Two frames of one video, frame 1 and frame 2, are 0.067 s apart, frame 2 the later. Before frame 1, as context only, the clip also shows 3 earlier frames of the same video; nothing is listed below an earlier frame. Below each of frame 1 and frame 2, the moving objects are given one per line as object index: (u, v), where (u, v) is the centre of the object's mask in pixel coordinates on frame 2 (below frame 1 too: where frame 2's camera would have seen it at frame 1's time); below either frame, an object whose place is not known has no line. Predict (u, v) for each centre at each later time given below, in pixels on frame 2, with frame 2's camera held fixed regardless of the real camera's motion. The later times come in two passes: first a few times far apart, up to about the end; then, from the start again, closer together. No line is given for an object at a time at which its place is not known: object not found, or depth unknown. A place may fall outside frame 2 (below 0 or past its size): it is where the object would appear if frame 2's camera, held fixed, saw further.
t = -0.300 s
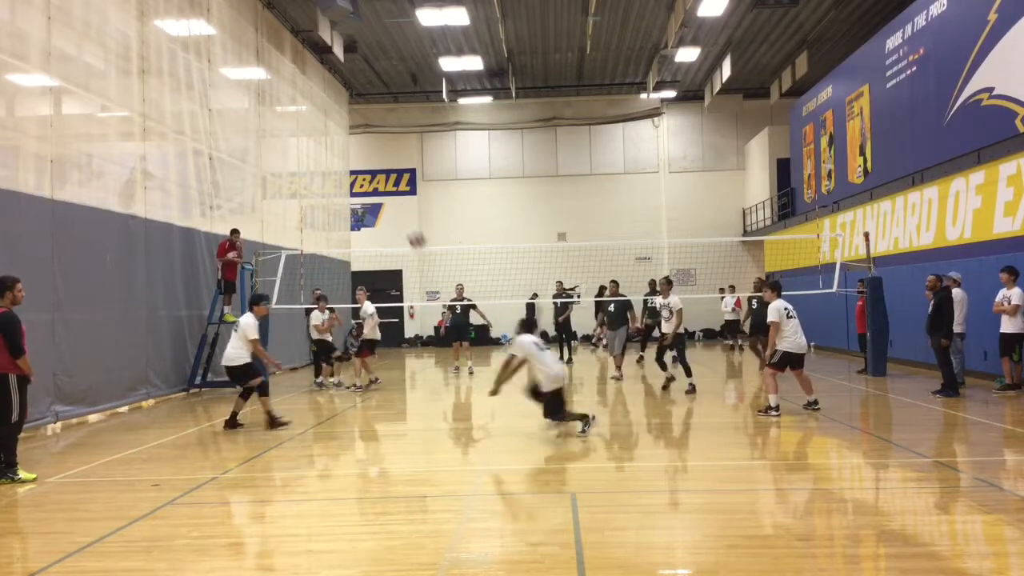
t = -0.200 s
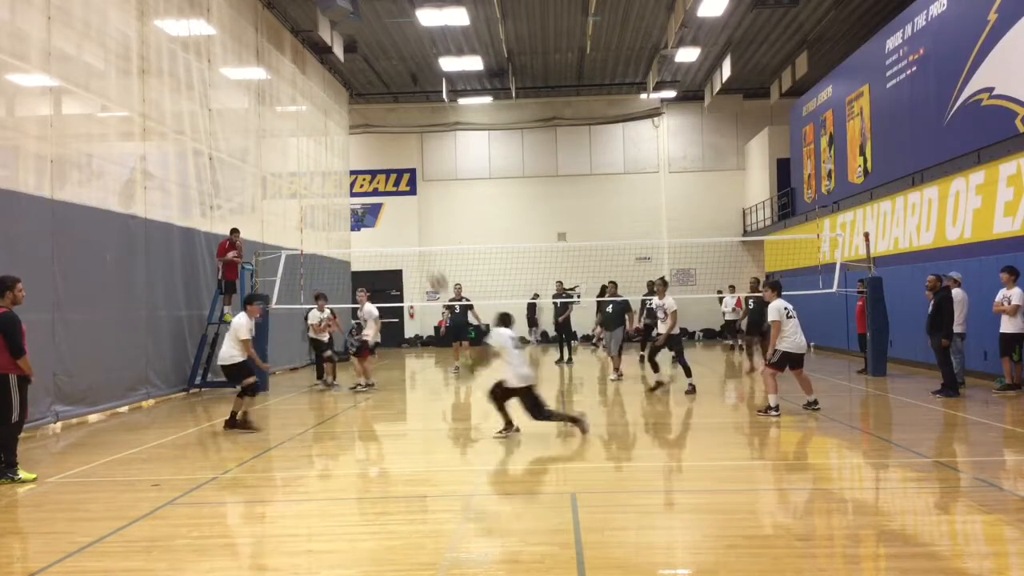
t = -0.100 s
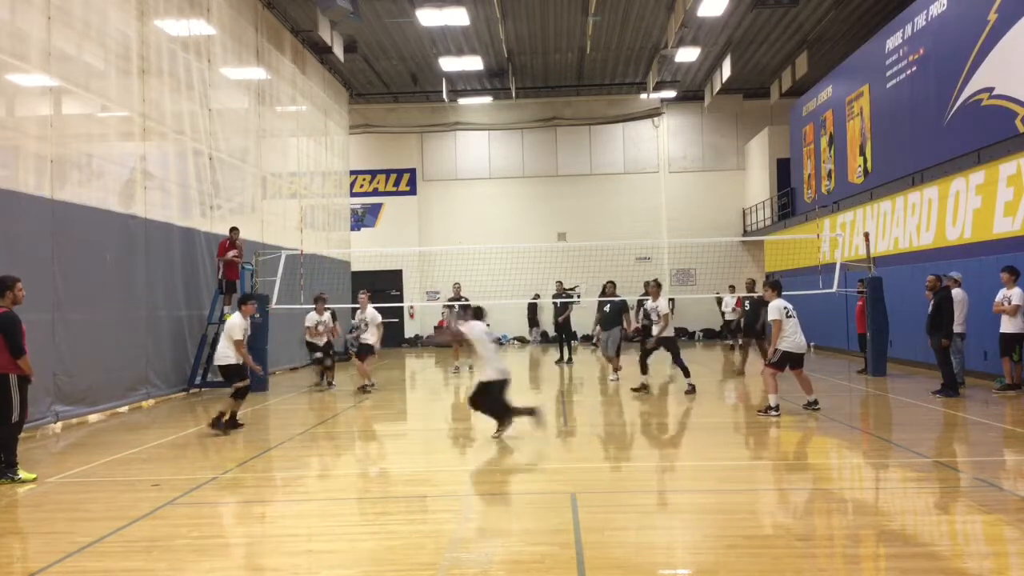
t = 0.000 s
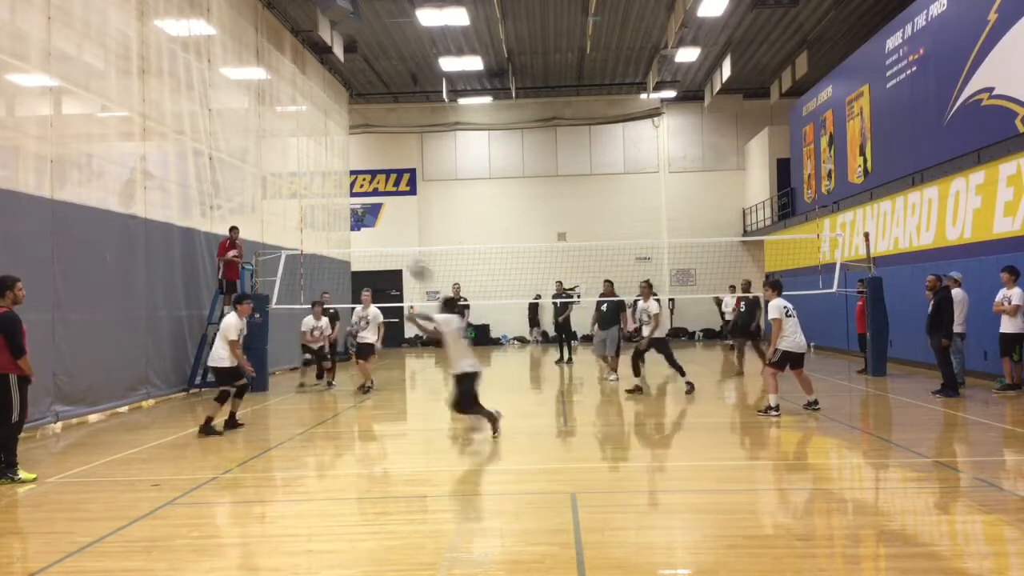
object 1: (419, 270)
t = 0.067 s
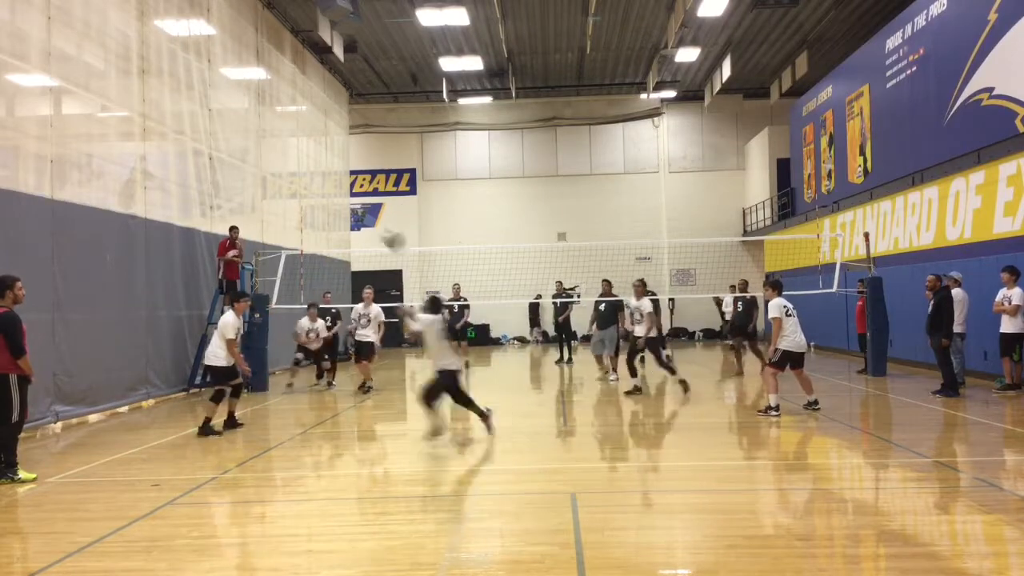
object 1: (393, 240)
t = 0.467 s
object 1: (226, 137)
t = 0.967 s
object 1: (5, 231)
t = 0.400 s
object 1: (256, 143)
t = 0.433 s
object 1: (241, 139)
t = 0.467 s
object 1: (226, 137)
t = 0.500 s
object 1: (212, 135)
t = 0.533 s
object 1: (200, 134)
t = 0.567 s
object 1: (184, 135)
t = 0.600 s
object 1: (168, 136)
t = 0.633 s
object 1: (154, 138)
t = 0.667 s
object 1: (138, 144)
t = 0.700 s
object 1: (123, 149)
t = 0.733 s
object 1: (107, 154)
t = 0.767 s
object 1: (91, 163)
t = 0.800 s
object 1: (76, 171)
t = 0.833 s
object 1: (63, 181)
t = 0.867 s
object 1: (46, 192)
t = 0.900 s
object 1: (28, 206)
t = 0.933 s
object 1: (13, 218)
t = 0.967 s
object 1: (5, 231)
